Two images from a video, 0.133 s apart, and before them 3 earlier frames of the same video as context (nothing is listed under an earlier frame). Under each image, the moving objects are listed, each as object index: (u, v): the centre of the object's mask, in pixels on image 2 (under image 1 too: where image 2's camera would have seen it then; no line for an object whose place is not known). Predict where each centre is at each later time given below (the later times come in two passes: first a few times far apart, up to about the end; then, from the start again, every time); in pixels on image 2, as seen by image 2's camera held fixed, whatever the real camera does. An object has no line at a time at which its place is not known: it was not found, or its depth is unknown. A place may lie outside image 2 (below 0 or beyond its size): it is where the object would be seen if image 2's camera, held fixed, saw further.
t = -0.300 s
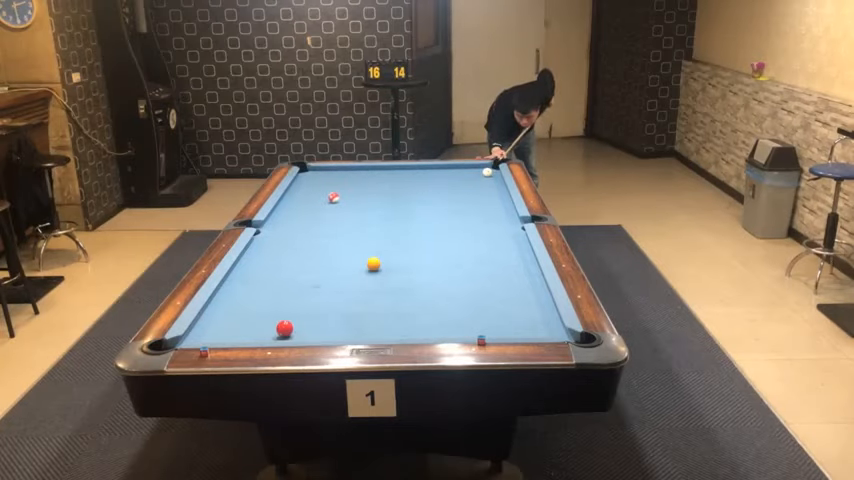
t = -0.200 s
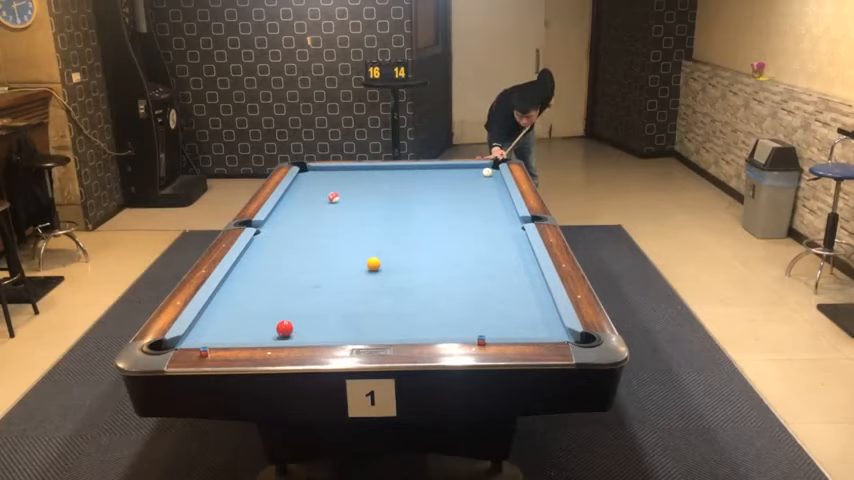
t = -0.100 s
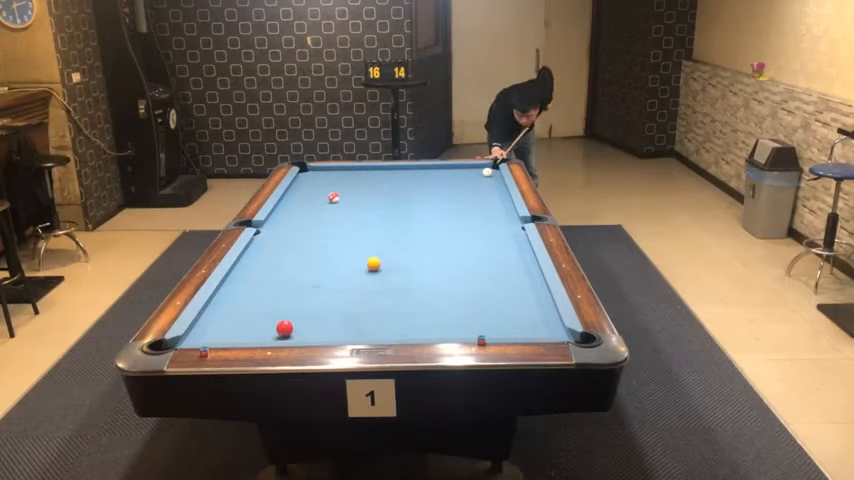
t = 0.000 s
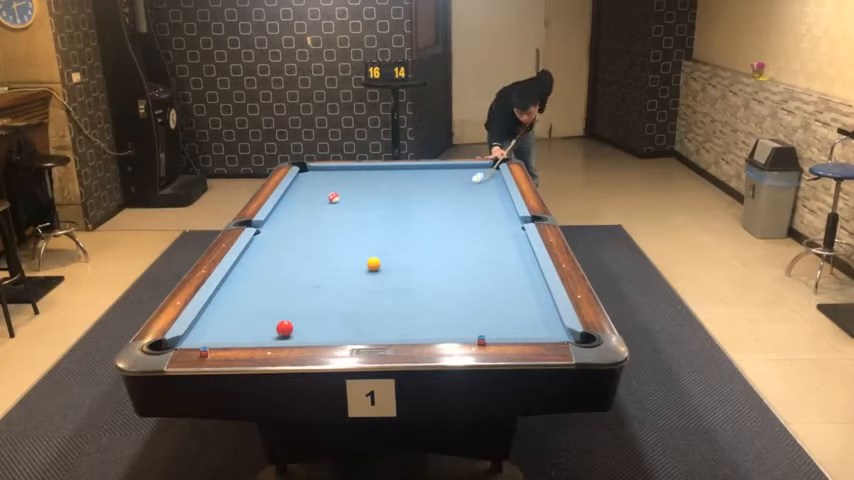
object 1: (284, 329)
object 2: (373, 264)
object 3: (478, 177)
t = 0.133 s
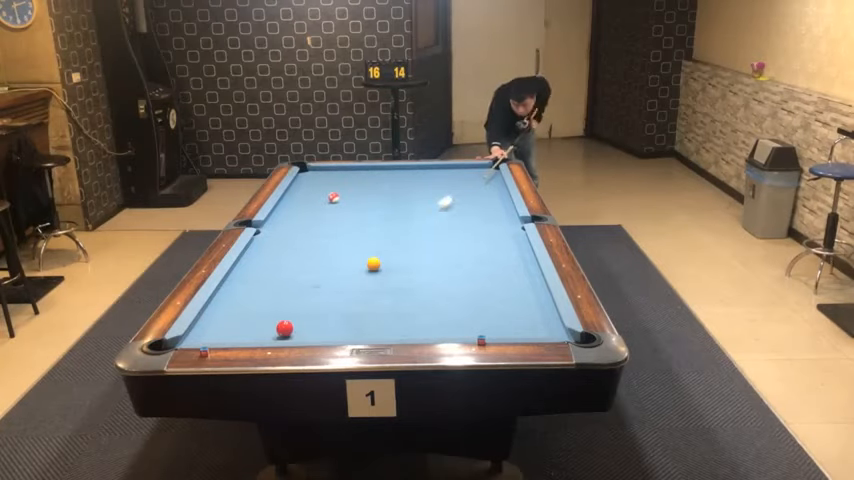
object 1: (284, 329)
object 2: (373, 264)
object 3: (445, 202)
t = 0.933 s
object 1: (284, 328)
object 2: (393, 308)
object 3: (235, 314)
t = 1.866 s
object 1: (430, 284)
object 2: (408, 227)
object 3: (310, 318)
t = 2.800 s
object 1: (511, 250)
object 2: (415, 183)
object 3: (348, 304)
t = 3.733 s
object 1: (454, 240)
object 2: (418, 173)
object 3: (370, 295)
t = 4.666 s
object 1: (415, 233)
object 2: (418, 189)
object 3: (377, 292)
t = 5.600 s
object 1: (391, 229)
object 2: (420, 203)
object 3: (378, 292)
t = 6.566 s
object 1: (379, 226)
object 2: (421, 215)
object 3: (378, 292)
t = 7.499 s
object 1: (378, 225)
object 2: (421, 224)
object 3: (378, 292)
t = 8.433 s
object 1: (378, 225)
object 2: (421, 229)
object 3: (378, 292)
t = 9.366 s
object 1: (378, 225)
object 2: (420, 231)
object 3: (378, 292)
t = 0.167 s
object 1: (284, 328)
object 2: (373, 264)
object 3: (437, 209)
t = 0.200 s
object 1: (284, 328)
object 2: (373, 264)
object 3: (428, 216)
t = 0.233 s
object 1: (284, 328)
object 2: (373, 264)
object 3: (419, 222)
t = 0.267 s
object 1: (284, 329)
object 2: (373, 264)
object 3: (409, 230)
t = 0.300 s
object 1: (284, 329)
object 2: (373, 264)
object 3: (399, 237)
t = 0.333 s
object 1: (284, 328)
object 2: (373, 264)
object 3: (390, 245)
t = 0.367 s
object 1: (284, 328)
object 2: (373, 264)
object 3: (380, 252)
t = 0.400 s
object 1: (284, 328)
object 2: (374, 266)
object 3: (367, 258)
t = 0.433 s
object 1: (284, 328)
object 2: (375, 274)
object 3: (357, 261)
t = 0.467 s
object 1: (284, 329)
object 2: (376, 281)
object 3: (345, 263)
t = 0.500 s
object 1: (284, 328)
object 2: (378, 289)
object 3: (333, 264)
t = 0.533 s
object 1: (284, 328)
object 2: (379, 297)
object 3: (321, 266)
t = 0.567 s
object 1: (284, 329)
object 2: (381, 305)
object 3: (309, 269)
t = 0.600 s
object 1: (284, 329)
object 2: (382, 312)
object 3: (297, 271)
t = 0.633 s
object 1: (284, 329)
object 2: (384, 320)
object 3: (285, 274)
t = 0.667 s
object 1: (284, 329)
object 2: (385, 328)
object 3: (271, 277)
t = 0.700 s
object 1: (284, 329)
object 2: (387, 332)
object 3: (258, 280)
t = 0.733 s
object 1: (284, 328)
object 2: (388, 332)
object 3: (245, 284)
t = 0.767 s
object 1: (284, 328)
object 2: (389, 329)
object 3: (232, 288)
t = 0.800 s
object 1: (284, 329)
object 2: (390, 325)
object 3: (223, 292)
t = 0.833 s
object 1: (284, 329)
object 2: (391, 321)
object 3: (226, 297)
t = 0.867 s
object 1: (284, 328)
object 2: (391, 317)
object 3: (230, 302)
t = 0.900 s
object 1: (284, 328)
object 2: (392, 312)
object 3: (232, 308)
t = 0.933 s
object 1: (284, 328)
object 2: (393, 308)
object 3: (235, 314)
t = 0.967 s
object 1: (284, 328)
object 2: (394, 304)
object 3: (238, 320)
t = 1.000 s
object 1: (284, 328)
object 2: (394, 300)
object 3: (241, 325)
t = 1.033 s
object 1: (284, 328)
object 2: (395, 296)
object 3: (244, 331)
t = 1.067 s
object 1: (284, 328)
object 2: (396, 292)
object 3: (247, 335)
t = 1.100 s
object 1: (284, 328)
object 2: (397, 289)
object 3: (255, 336)
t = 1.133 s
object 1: (285, 328)
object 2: (397, 286)
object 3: (267, 332)
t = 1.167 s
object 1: (293, 326)
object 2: (398, 282)
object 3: (270, 332)
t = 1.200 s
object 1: (302, 323)
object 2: (398, 279)
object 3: (270, 332)
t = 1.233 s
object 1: (311, 320)
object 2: (399, 276)
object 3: (272, 332)
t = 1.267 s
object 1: (319, 317)
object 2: (399, 272)
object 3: (274, 331)
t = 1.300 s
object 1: (326, 315)
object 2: (400, 269)
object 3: (277, 331)
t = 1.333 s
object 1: (333, 313)
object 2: (400, 266)
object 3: (279, 330)
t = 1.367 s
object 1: (340, 311)
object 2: (401, 264)
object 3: (281, 329)
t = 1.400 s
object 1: (346, 310)
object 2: (402, 261)
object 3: (283, 329)
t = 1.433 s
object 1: (353, 307)
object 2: (402, 258)
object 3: (286, 327)
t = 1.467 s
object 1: (359, 305)
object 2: (403, 256)
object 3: (287, 327)
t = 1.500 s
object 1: (366, 303)
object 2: (403, 253)
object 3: (289, 326)
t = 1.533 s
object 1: (372, 301)
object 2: (404, 251)
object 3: (291, 325)
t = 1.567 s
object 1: (378, 299)
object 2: (404, 248)
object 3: (293, 324)
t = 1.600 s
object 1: (385, 298)
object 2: (405, 245)
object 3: (295, 324)
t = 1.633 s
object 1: (391, 296)
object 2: (405, 243)
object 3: (297, 323)
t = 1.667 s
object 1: (396, 294)
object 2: (405, 240)
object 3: (299, 322)
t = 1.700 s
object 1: (402, 292)
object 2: (406, 238)
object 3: (301, 321)
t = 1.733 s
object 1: (407, 290)
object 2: (406, 235)
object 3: (302, 321)
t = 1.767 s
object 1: (413, 288)
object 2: (407, 233)
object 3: (304, 320)
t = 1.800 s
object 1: (419, 287)
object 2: (407, 231)
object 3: (306, 319)
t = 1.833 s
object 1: (424, 285)
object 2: (407, 229)
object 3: (308, 318)
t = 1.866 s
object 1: (430, 284)
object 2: (408, 227)
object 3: (310, 318)
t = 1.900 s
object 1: (435, 282)
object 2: (408, 225)
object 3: (312, 317)
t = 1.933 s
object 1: (440, 280)
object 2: (408, 224)
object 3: (313, 317)
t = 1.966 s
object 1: (445, 279)
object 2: (409, 222)
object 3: (315, 316)
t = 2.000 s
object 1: (450, 277)
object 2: (409, 220)
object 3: (316, 316)
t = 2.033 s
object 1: (456, 276)
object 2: (409, 218)
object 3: (318, 315)
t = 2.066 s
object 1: (460, 274)
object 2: (410, 216)
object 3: (320, 314)
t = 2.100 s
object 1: (465, 272)
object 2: (410, 214)
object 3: (321, 314)
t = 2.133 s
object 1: (470, 271)
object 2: (410, 212)
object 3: (323, 313)
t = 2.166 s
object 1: (475, 270)
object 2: (410, 210)
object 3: (324, 313)
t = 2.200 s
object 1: (479, 268)
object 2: (411, 209)
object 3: (325, 312)
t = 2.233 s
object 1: (484, 267)
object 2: (411, 207)
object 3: (327, 312)
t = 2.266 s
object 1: (489, 265)
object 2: (411, 205)
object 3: (329, 311)
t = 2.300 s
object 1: (493, 264)
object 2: (411, 204)
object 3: (330, 310)
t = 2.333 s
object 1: (498, 263)
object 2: (412, 202)
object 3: (331, 310)
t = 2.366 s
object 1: (502, 262)
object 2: (412, 200)
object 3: (333, 310)
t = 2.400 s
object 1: (506, 260)
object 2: (413, 199)
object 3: (334, 309)
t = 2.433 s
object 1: (510, 259)
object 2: (413, 197)
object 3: (336, 309)
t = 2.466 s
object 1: (515, 257)
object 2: (413, 196)
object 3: (337, 308)
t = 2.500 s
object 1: (519, 256)
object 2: (413, 195)
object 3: (338, 307)
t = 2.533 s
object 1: (523, 255)
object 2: (414, 193)
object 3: (339, 307)
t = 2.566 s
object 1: (527, 253)
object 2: (414, 192)
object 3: (341, 306)
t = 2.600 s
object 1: (526, 253)
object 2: (414, 190)
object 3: (342, 306)
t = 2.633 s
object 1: (523, 252)
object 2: (414, 189)
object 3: (343, 306)
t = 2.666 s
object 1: (521, 252)
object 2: (415, 187)
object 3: (344, 305)
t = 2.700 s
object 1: (518, 251)
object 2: (415, 186)
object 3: (345, 305)
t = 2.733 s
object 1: (516, 251)
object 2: (415, 185)
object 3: (346, 305)
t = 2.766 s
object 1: (513, 250)
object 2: (415, 184)
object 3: (347, 304)
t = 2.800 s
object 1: (511, 250)
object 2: (415, 183)
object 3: (348, 304)
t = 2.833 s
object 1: (509, 249)
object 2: (415, 181)
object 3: (349, 303)
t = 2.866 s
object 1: (506, 249)
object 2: (416, 181)
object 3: (350, 303)
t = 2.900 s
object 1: (504, 249)
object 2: (416, 179)
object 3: (351, 302)
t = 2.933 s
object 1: (502, 248)
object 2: (416, 178)
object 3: (352, 302)
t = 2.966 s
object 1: (499, 248)
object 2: (416, 177)
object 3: (353, 301)
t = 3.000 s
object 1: (497, 248)
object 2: (416, 176)
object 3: (354, 301)
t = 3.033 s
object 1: (495, 247)
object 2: (417, 174)
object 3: (355, 301)
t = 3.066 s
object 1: (493, 247)
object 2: (417, 173)
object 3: (356, 300)
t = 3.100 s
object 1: (491, 246)
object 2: (417, 172)
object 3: (357, 300)
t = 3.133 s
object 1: (488, 246)
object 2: (417, 171)
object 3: (358, 300)
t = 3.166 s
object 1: (486, 246)
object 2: (417, 170)
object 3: (359, 299)
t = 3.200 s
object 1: (484, 245)
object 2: (417, 169)
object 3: (359, 299)
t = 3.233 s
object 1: (482, 245)
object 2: (417, 169)
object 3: (360, 299)
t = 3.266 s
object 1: (480, 244)
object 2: (418, 168)
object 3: (361, 299)
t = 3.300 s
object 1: (478, 244)
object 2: (418, 168)
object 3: (362, 298)
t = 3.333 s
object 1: (476, 244)
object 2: (418, 168)
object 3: (363, 298)
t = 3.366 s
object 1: (474, 243)
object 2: (418, 168)
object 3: (363, 298)
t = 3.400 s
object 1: (472, 243)
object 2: (418, 168)
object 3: (364, 298)
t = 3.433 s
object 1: (470, 243)
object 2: (418, 169)
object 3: (365, 297)
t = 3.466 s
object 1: (468, 243)
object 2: (418, 169)
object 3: (366, 297)
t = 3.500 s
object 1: (467, 242)
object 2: (418, 170)
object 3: (366, 297)
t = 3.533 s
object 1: (465, 241)
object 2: (418, 170)
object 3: (367, 297)
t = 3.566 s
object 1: (463, 241)
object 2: (418, 171)
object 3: (367, 296)
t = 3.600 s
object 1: (461, 241)
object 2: (418, 172)
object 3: (368, 296)
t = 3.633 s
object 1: (459, 241)
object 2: (418, 172)
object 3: (368, 296)
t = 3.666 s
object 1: (458, 241)
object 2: (418, 173)
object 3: (369, 295)
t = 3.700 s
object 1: (456, 240)
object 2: (418, 173)
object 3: (370, 295)
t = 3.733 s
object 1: (454, 240)
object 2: (418, 173)
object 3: (370, 295)
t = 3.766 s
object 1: (453, 240)
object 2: (418, 174)
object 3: (371, 295)
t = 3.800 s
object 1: (451, 240)
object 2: (418, 175)
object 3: (371, 295)
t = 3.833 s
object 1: (449, 239)
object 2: (418, 175)
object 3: (372, 294)
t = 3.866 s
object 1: (448, 239)
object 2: (418, 175)
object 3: (372, 294)
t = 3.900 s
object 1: (446, 239)
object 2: (418, 176)
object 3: (372, 294)
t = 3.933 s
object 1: (444, 238)
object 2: (418, 177)
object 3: (373, 294)
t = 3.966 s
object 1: (443, 238)
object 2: (418, 177)
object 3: (373, 294)
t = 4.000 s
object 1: (441, 238)
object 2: (418, 178)
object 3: (374, 294)
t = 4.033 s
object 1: (440, 237)
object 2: (418, 179)
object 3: (374, 294)
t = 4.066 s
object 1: (438, 237)
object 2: (418, 179)
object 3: (375, 294)
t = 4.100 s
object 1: (437, 237)
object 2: (418, 180)
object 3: (375, 294)
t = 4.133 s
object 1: (435, 237)
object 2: (418, 180)
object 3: (375, 293)
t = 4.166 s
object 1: (434, 237)
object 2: (418, 181)
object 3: (375, 293)
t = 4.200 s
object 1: (433, 236)
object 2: (418, 181)
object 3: (376, 293)
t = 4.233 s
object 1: (431, 236)
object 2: (418, 182)
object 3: (376, 293)
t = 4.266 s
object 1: (430, 236)
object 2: (418, 182)
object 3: (376, 293)
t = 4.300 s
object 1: (429, 235)
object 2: (418, 183)
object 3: (376, 293)
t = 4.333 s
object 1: (427, 235)
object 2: (418, 184)
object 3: (376, 293)
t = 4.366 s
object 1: (426, 235)
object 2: (418, 184)
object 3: (377, 293)
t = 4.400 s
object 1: (425, 235)
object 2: (418, 185)
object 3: (377, 293)
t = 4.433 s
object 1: (423, 234)
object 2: (418, 186)
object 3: (377, 293)
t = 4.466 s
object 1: (422, 234)
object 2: (418, 186)
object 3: (377, 292)
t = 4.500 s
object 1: (421, 234)
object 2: (418, 186)
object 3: (377, 292)
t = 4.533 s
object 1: (420, 234)
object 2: (419, 187)
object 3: (377, 292)
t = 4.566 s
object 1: (418, 234)
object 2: (418, 188)
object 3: (377, 292)
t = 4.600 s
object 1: (417, 233)
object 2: (418, 188)
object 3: (377, 292)
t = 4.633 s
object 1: (416, 233)
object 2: (418, 189)
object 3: (377, 292)
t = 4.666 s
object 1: (415, 233)
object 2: (418, 189)
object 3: (377, 292)
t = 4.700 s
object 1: (414, 233)
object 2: (418, 189)
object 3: (378, 292)
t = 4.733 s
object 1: (413, 233)
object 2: (419, 190)
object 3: (378, 292)
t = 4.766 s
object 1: (412, 233)
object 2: (419, 190)
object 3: (378, 292)
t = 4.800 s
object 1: (411, 232)
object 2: (419, 191)
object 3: (378, 292)
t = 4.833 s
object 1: (410, 232)
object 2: (419, 192)
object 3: (378, 292)
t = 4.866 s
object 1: (409, 232)
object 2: (419, 192)
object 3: (378, 292)
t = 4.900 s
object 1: (408, 232)
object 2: (419, 193)
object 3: (378, 292)
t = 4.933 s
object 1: (407, 232)
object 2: (419, 193)
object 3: (378, 292)
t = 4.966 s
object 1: (406, 232)
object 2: (419, 194)
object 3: (378, 292)
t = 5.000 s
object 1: (405, 231)
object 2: (419, 194)
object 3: (378, 292)
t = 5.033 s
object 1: (404, 231)
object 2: (419, 195)
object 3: (378, 292)
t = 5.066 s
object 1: (403, 231)
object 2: (419, 195)
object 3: (378, 292)
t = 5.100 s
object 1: (402, 231)
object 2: (419, 196)
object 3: (378, 292)
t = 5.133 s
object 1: (401, 230)
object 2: (419, 196)
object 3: (378, 292)
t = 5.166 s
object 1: (400, 230)
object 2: (419, 196)
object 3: (378, 292)
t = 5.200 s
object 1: (400, 230)
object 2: (419, 197)
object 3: (378, 292)
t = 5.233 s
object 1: (399, 230)
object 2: (419, 197)
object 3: (378, 292)
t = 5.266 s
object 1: (398, 230)
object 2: (419, 198)
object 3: (378, 292)
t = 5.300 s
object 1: (397, 230)
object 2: (419, 198)
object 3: (378, 292)
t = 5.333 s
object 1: (396, 230)
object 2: (419, 199)
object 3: (378, 292)
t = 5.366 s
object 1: (395, 229)
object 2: (419, 199)
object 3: (378, 292)
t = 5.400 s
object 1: (395, 229)
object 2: (419, 200)
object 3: (378, 292)
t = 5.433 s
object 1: (394, 229)
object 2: (419, 200)
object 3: (378, 292)
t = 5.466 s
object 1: (394, 229)
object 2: (420, 201)
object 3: (378, 292)
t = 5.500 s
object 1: (393, 229)
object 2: (420, 201)
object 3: (378, 292)
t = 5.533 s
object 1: (392, 229)
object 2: (420, 202)
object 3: (378, 292)
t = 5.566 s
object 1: (391, 229)
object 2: (420, 203)
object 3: (378, 292)
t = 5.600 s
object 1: (391, 229)
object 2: (420, 203)
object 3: (378, 292)
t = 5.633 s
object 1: (390, 228)
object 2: (420, 204)
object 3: (378, 292)
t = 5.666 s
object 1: (390, 228)
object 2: (420, 204)
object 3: (378, 292)
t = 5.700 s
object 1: (389, 228)
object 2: (420, 204)
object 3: (378, 292)
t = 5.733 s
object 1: (389, 228)
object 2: (420, 205)
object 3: (378, 292)
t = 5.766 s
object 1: (388, 228)
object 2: (420, 205)
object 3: (378, 292)
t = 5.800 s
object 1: (388, 228)
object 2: (420, 205)
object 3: (378, 292)
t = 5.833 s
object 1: (387, 228)
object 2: (420, 206)
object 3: (378, 292)
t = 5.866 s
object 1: (387, 228)
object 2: (420, 206)
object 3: (378, 292)
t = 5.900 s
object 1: (386, 227)
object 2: (420, 207)
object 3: (378, 292)
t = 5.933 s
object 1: (386, 227)
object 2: (420, 207)
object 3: (378, 292)
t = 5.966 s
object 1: (386, 227)
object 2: (421, 208)
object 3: (378, 292)
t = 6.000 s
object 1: (385, 227)
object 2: (420, 208)
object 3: (378, 292)
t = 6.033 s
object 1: (385, 227)
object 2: (421, 209)
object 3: (378, 292)
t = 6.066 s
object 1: (384, 227)
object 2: (421, 209)
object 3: (378, 292)
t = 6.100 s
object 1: (384, 227)
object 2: (421, 210)
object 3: (378, 292)
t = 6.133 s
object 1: (383, 226)
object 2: (421, 210)
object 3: (378, 292)
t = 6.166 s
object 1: (383, 226)
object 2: (421, 210)
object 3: (378, 292)
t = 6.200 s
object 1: (383, 226)
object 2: (420, 211)
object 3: (378, 292)
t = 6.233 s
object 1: (382, 226)
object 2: (421, 211)
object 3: (378, 292)
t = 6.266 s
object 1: (382, 226)
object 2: (420, 211)
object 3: (378, 292)
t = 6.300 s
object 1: (382, 226)
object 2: (421, 212)
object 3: (378, 292)
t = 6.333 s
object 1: (381, 226)
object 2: (421, 213)
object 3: (378, 292)
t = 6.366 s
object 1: (381, 226)
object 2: (421, 213)
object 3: (378, 292)
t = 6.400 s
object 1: (381, 226)
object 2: (421, 213)
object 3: (378, 292)
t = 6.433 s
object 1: (381, 226)
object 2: (421, 214)
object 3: (378, 292)
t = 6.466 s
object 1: (380, 226)
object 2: (421, 214)
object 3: (378, 292)
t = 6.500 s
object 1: (380, 226)
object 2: (421, 214)
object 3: (378, 292)
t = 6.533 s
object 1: (380, 226)
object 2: (421, 215)
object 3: (378, 292)
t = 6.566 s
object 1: (379, 226)
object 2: (421, 215)
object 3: (378, 292)
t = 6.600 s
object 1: (379, 226)
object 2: (421, 216)
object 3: (378, 292)
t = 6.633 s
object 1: (379, 226)
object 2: (421, 216)
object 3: (378, 292)
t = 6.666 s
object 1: (379, 226)
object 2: (421, 216)
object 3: (378, 292)
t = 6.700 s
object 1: (379, 226)
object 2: (421, 217)
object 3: (378, 292)
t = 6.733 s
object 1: (379, 226)
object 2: (421, 217)
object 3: (378, 292)
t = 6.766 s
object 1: (378, 226)
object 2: (421, 217)
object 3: (378, 292)
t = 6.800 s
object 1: (378, 225)
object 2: (421, 218)
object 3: (378, 292)
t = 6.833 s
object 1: (378, 225)
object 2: (421, 218)
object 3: (378, 292)
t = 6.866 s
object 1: (378, 225)
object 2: (421, 218)
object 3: (378, 292)
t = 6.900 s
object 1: (378, 225)
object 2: (421, 219)
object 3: (378, 292)
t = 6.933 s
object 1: (378, 225)
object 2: (421, 219)
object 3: (378, 292)
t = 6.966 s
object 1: (378, 225)
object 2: (421, 219)
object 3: (378, 292)
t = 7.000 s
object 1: (378, 225)
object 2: (421, 220)
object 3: (378, 292)
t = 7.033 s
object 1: (378, 225)
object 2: (421, 220)
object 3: (378, 292)
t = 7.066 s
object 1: (378, 225)
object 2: (421, 221)
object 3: (378, 292)
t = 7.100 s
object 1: (378, 225)
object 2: (421, 221)
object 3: (378, 292)
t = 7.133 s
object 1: (378, 225)
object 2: (421, 221)
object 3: (378, 292)
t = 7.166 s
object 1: (378, 225)
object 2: (421, 221)
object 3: (378, 292)
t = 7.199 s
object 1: (378, 225)
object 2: (421, 222)
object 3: (377, 292)
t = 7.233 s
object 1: (378, 225)
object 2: (421, 222)
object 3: (377, 292)
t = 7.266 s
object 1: (378, 225)
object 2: (421, 222)
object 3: (378, 292)
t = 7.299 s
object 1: (378, 225)
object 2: (421, 223)
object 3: (378, 292)
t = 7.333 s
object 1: (378, 225)
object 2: (420, 223)
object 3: (378, 292)
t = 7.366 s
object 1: (378, 225)
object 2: (421, 223)
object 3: (378, 292)
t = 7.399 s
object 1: (378, 225)
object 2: (421, 223)
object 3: (378, 292)
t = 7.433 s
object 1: (378, 225)
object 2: (421, 224)
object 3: (378, 292)
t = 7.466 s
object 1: (378, 225)
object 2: (421, 224)
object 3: (378, 292)
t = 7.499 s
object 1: (378, 225)
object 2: (421, 224)
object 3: (378, 292)
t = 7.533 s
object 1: (378, 225)
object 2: (421, 224)
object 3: (378, 292)
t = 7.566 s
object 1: (378, 225)
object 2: (421, 225)
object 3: (378, 292)
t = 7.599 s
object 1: (378, 225)
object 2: (421, 225)
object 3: (378, 292)
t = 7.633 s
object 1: (378, 225)
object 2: (421, 225)
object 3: (378, 292)
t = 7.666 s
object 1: (378, 225)
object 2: (421, 225)
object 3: (378, 292)
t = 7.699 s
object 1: (378, 225)
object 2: (421, 225)
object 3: (378, 292)
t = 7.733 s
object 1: (378, 225)
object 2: (421, 226)
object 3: (378, 292)
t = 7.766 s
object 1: (378, 226)
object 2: (421, 226)
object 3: (378, 292)
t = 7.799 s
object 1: (378, 226)
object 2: (421, 226)
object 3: (378, 292)
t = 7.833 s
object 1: (378, 225)
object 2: (421, 226)
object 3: (378, 292)
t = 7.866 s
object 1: (378, 225)
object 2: (421, 226)
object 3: (378, 292)
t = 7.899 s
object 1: (378, 225)
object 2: (422, 227)
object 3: (378, 292)
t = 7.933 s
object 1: (378, 225)
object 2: (422, 227)
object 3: (378, 292)
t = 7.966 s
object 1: (378, 225)
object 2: (421, 227)
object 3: (378, 292)
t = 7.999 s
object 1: (378, 225)
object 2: (422, 227)
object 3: (378, 292)
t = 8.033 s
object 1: (378, 225)
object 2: (421, 227)
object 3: (378, 292)
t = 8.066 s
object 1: (378, 225)
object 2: (421, 228)
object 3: (378, 292)
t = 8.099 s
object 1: (378, 225)
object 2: (421, 228)
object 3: (378, 292)
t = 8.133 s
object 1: (378, 225)
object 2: (422, 228)
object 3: (378, 292)
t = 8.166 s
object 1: (378, 225)
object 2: (422, 228)
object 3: (378, 292)
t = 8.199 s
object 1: (378, 225)
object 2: (422, 228)
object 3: (378, 292)
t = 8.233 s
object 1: (378, 225)
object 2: (421, 229)
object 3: (378, 292)
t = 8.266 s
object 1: (378, 225)
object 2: (421, 229)
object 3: (378, 292)
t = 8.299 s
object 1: (378, 225)
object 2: (421, 229)
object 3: (378, 292)
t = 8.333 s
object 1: (378, 225)
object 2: (421, 229)
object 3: (378, 292)
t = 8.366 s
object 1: (378, 225)
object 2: (422, 229)
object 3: (378, 292)
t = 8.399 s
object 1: (378, 225)
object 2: (422, 229)
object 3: (378, 292)
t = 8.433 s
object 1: (378, 225)
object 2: (421, 229)
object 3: (378, 292)
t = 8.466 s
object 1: (378, 225)
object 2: (421, 229)
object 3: (378, 292)
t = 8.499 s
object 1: (378, 225)
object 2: (421, 229)
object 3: (378, 292)
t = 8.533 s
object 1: (378, 225)
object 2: (421, 230)
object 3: (378, 292)
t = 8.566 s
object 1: (378, 225)
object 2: (421, 230)
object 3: (378, 292)
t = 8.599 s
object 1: (378, 225)
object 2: (421, 230)
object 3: (378, 292)
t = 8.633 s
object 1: (378, 225)
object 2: (421, 230)
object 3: (378, 292)
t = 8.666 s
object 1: (378, 225)
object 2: (421, 230)
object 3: (378, 292)
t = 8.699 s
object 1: (378, 225)
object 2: (421, 230)
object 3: (378, 292)
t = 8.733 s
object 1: (378, 225)
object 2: (421, 230)
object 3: (378, 292)
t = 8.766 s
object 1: (378, 225)
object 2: (421, 230)
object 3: (378, 292)
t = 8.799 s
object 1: (378, 225)
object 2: (421, 230)
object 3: (378, 292)
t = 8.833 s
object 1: (378, 225)
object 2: (421, 230)
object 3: (378, 292)
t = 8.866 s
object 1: (378, 225)
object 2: (421, 230)
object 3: (378, 292)
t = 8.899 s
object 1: (378, 225)
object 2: (421, 230)
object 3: (378, 292)
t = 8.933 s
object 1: (378, 225)
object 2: (421, 230)
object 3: (378, 292)
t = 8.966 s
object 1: (378, 225)
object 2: (421, 230)
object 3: (378, 292)
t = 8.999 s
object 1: (378, 225)
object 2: (421, 230)
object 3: (378, 292)
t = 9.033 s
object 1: (378, 225)
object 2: (421, 230)
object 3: (378, 292)
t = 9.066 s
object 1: (378, 225)
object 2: (421, 230)
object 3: (378, 292)
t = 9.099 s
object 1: (378, 225)
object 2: (421, 230)
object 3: (378, 292)
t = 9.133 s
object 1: (378, 225)
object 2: (421, 230)
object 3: (378, 292)
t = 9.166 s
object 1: (378, 225)
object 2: (421, 230)
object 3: (378, 292)
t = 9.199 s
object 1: (378, 225)
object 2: (421, 230)
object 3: (378, 292)
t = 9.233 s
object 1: (378, 225)
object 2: (420, 230)
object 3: (378, 292)
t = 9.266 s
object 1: (378, 225)
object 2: (421, 230)
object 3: (378, 292)
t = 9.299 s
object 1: (378, 225)
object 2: (420, 231)
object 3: (378, 292)
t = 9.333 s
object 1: (378, 225)
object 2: (420, 231)
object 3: (378, 292)
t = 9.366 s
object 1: (378, 225)
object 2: (420, 231)
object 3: (378, 292)
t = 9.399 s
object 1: (378, 225)
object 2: (420, 231)
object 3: (378, 292)
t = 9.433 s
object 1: (378, 225)
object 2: (420, 231)
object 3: (378, 292)
